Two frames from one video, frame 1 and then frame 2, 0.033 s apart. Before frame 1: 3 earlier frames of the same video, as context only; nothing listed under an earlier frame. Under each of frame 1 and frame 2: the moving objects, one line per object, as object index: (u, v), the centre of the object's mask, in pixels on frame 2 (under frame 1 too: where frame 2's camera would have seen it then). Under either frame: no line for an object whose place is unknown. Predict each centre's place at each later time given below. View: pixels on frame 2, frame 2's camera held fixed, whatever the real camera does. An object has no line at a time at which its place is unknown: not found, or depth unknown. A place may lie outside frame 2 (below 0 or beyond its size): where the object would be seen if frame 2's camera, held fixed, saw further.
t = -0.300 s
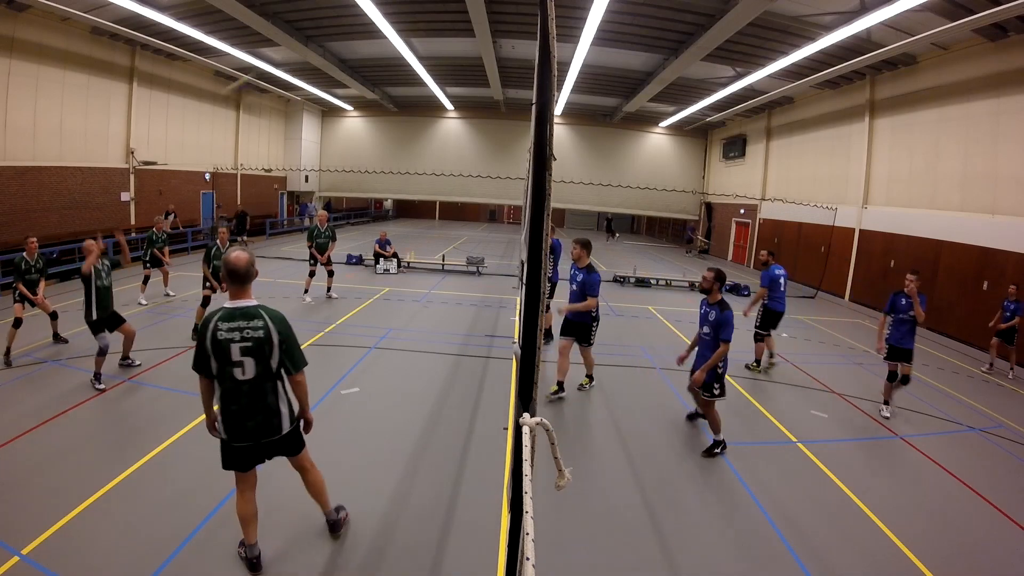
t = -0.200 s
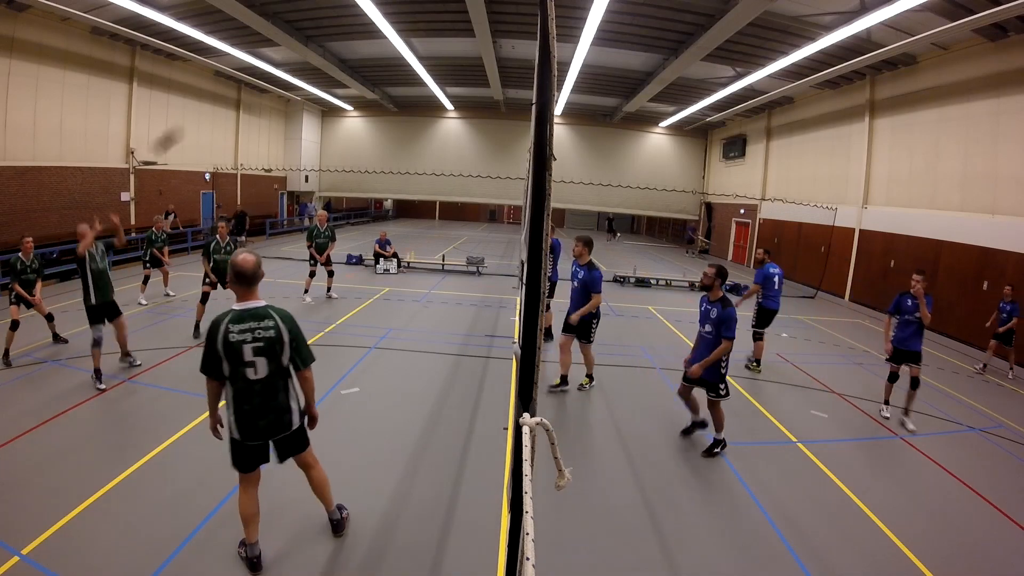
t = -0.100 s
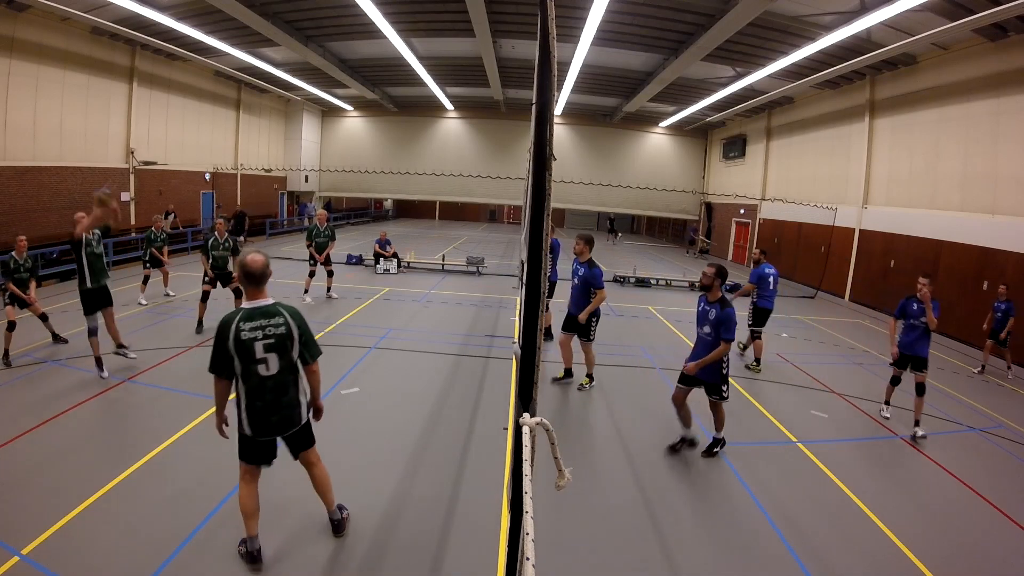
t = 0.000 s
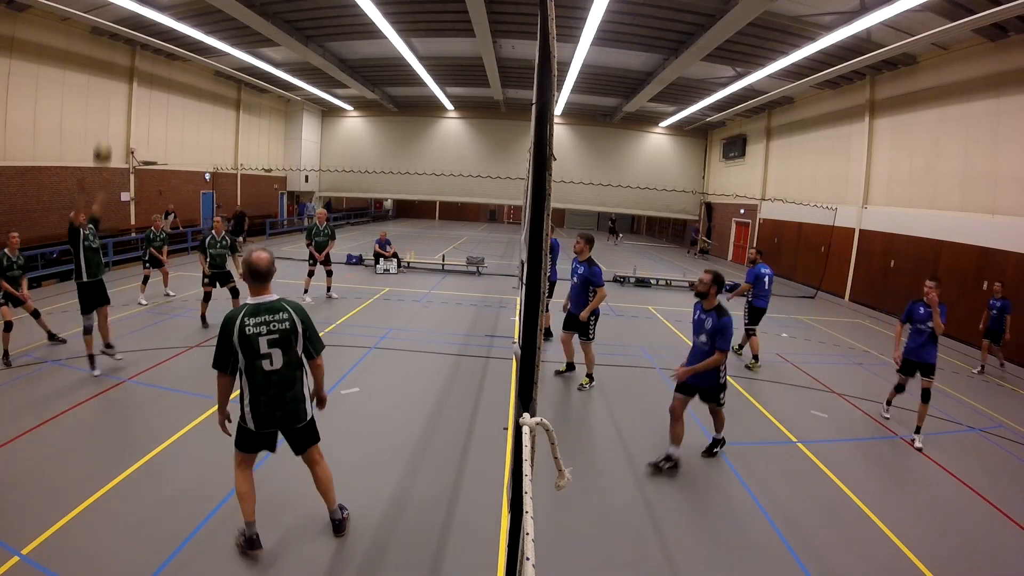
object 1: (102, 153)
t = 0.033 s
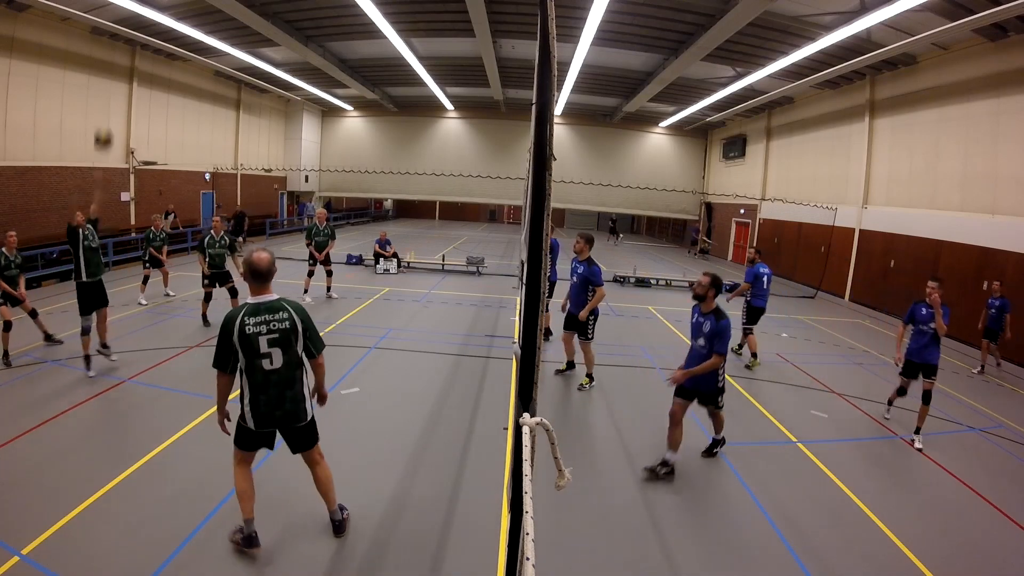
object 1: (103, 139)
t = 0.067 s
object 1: (105, 123)
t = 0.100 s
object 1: (107, 110)
